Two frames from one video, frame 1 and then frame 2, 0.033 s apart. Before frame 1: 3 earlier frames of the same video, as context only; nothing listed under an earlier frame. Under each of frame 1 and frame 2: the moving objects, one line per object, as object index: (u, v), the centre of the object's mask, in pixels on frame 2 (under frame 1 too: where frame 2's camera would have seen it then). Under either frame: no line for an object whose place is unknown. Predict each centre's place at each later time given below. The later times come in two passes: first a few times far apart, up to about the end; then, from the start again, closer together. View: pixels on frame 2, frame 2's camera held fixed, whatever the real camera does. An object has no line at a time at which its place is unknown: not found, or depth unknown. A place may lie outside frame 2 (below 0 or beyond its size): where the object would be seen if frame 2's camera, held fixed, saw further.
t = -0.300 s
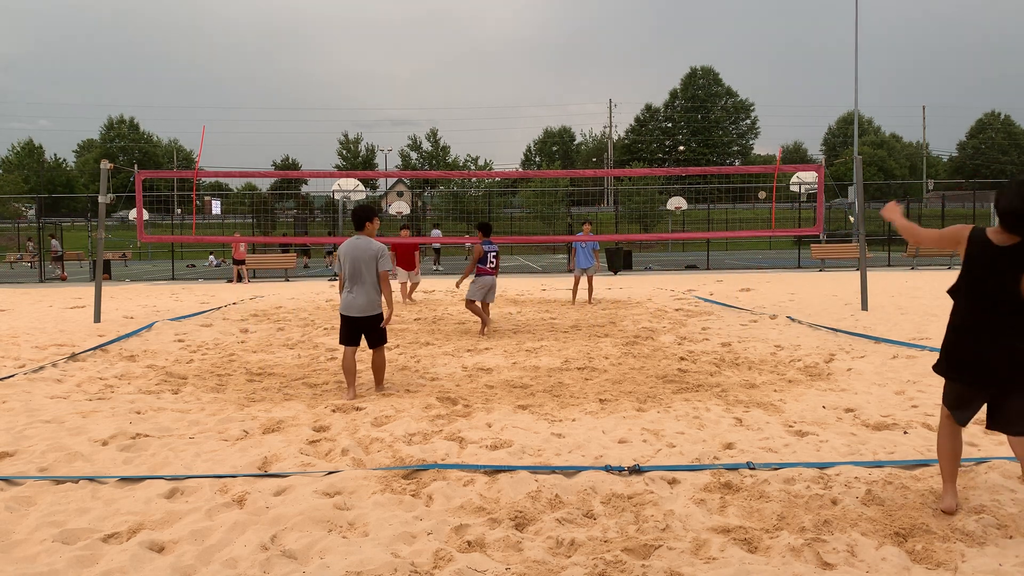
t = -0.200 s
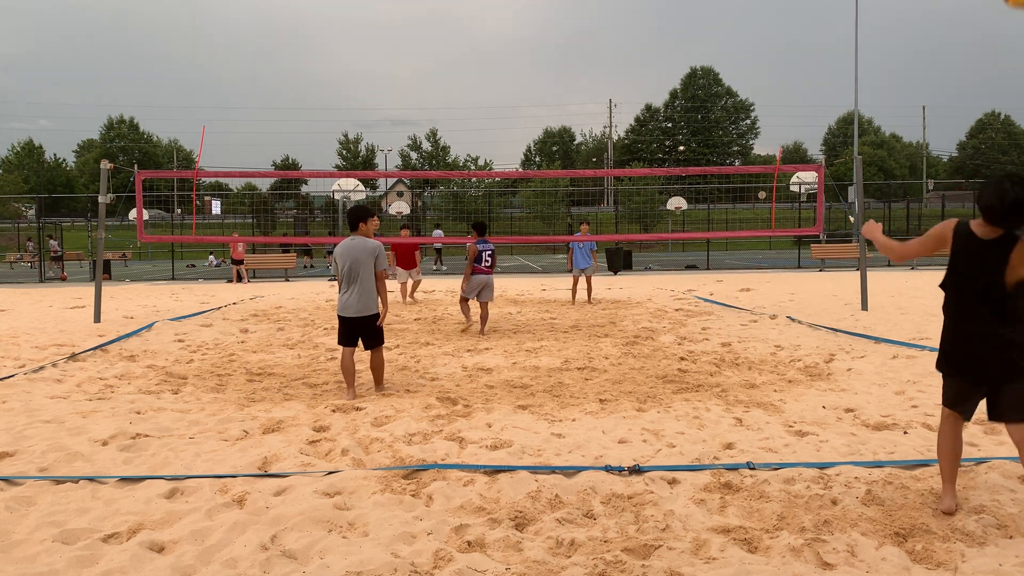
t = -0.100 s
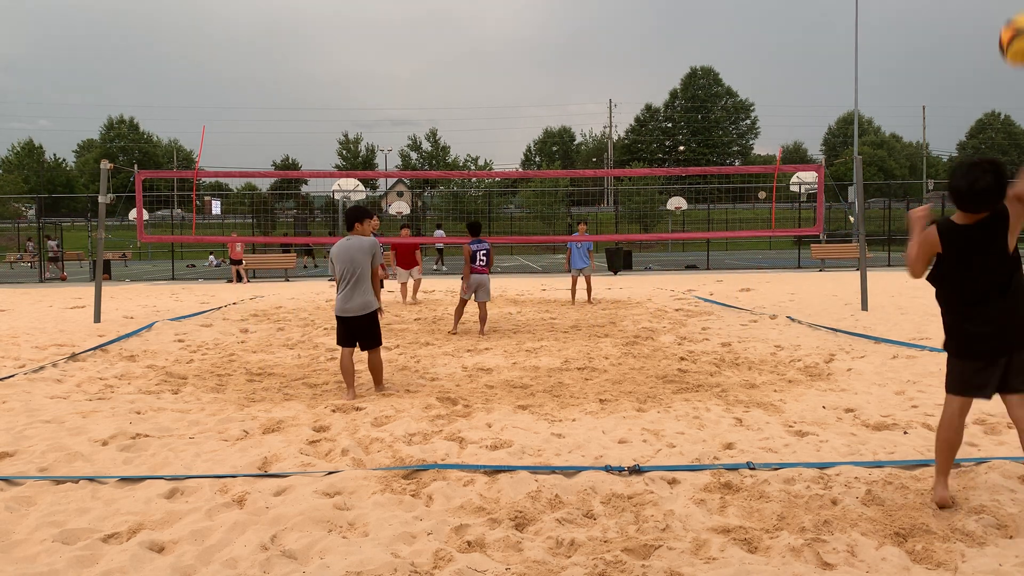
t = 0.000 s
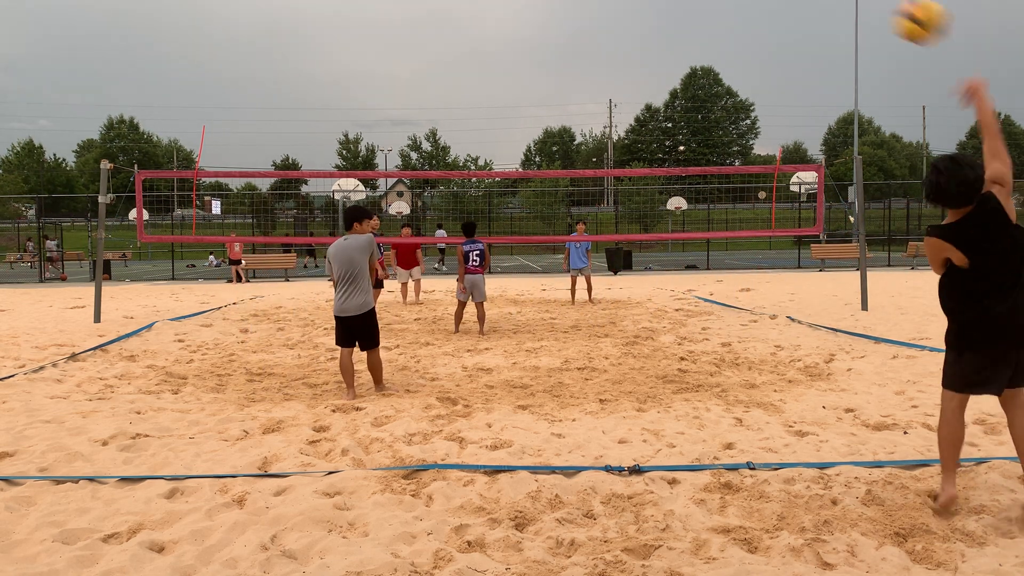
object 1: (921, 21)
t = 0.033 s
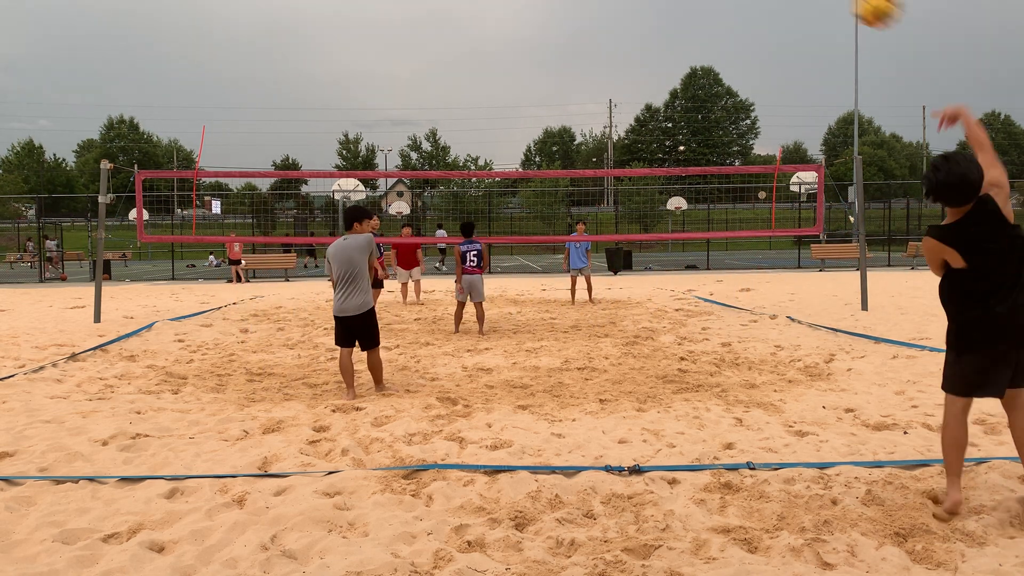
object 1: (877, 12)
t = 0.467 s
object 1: (611, 12)
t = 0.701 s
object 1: (550, 67)
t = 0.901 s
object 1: (514, 124)
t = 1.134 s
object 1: (486, 199)
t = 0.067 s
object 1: (838, 6)
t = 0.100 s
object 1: (808, 3)
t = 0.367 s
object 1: (646, 3)
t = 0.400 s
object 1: (633, 5)
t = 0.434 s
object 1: (621, 7)
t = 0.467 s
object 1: (611, 12)
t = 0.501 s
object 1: (600, 19)
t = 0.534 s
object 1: (591, 26)
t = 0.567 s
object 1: (582, 33)
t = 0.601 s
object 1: (573, 42)
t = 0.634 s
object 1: (565, 50)
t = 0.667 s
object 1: (557, 59)
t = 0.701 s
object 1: (550, 67)
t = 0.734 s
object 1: (543, 77)
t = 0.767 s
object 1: (537, 85)
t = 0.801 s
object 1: (530, 95)
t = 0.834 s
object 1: (524, 105)
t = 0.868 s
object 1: (519, 114)
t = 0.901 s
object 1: (514, 124)
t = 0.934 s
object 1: (509, 134)
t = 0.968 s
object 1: (504, 145)
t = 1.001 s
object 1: (500, 155)
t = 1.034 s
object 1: (496, 165)
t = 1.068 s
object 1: (493, 181)
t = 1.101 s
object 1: (489, 187)
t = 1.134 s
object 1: (486, 199)
